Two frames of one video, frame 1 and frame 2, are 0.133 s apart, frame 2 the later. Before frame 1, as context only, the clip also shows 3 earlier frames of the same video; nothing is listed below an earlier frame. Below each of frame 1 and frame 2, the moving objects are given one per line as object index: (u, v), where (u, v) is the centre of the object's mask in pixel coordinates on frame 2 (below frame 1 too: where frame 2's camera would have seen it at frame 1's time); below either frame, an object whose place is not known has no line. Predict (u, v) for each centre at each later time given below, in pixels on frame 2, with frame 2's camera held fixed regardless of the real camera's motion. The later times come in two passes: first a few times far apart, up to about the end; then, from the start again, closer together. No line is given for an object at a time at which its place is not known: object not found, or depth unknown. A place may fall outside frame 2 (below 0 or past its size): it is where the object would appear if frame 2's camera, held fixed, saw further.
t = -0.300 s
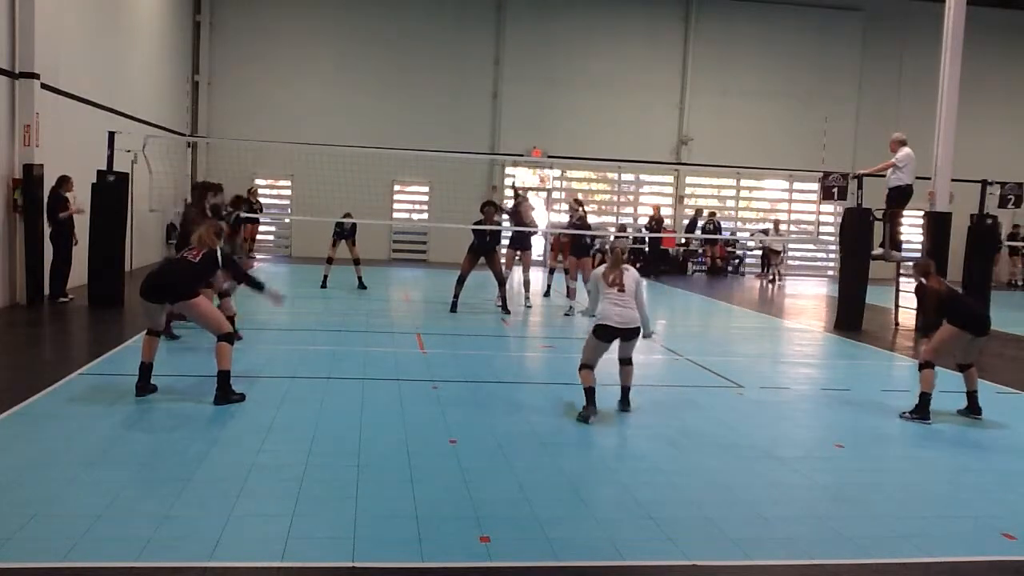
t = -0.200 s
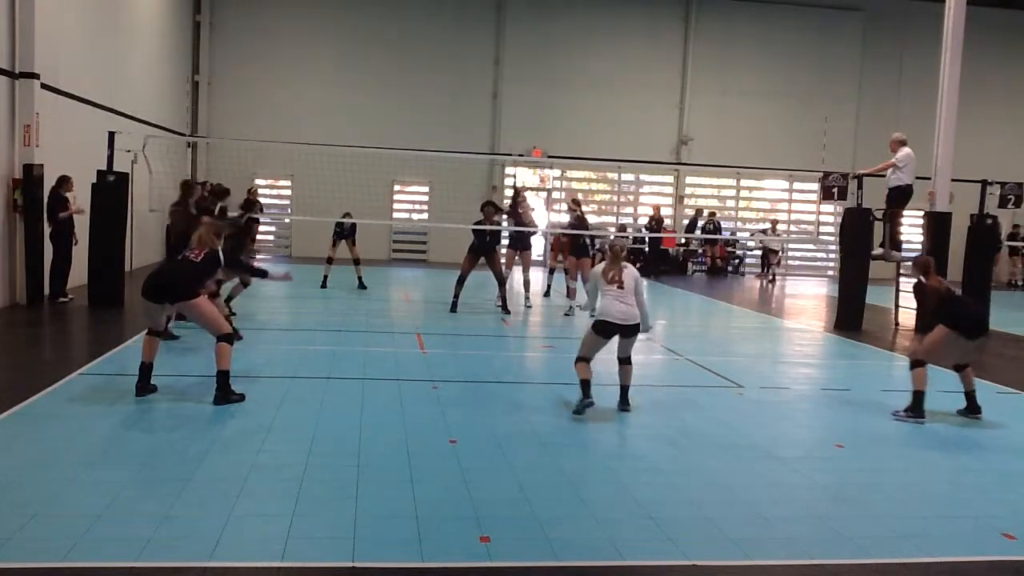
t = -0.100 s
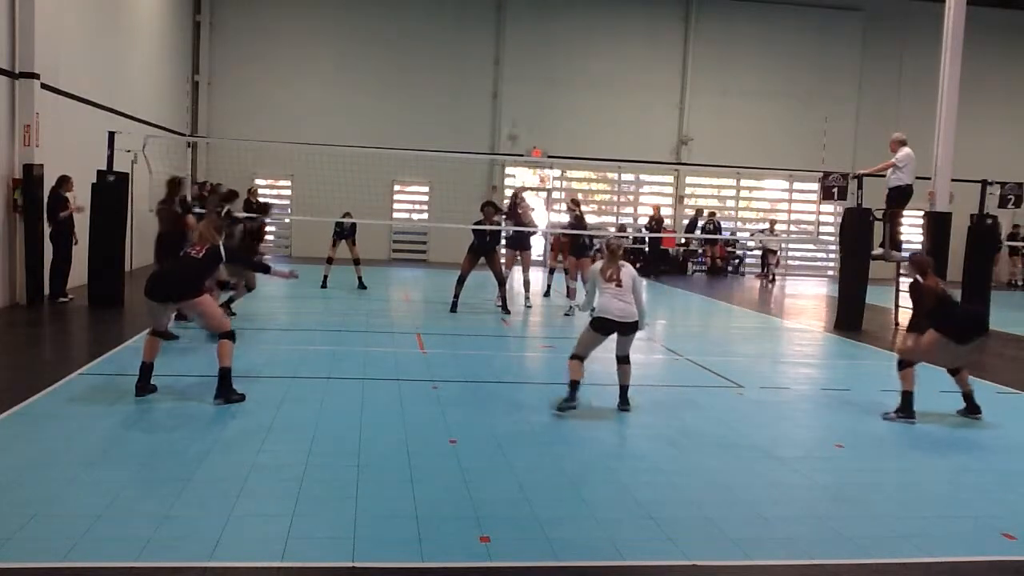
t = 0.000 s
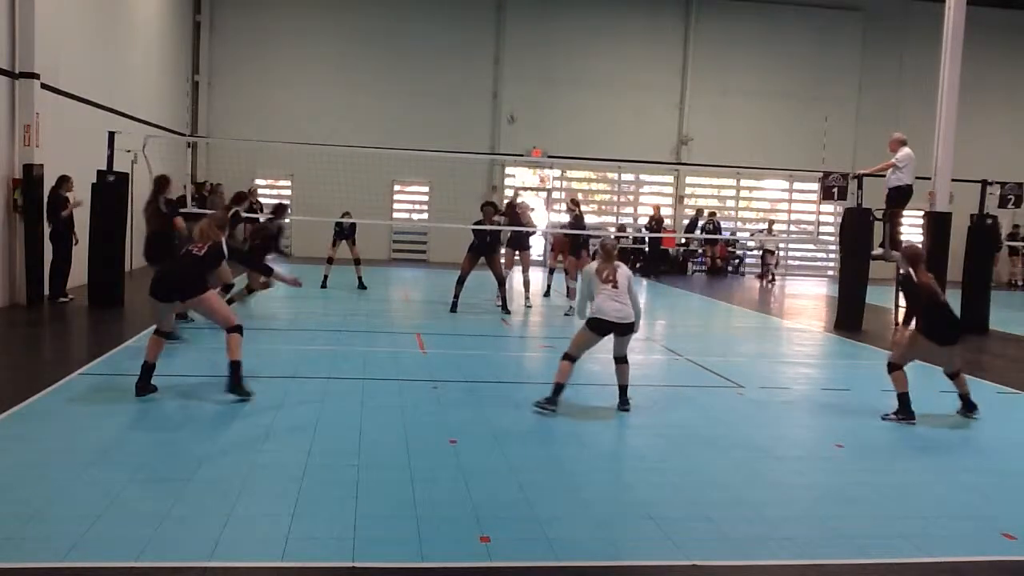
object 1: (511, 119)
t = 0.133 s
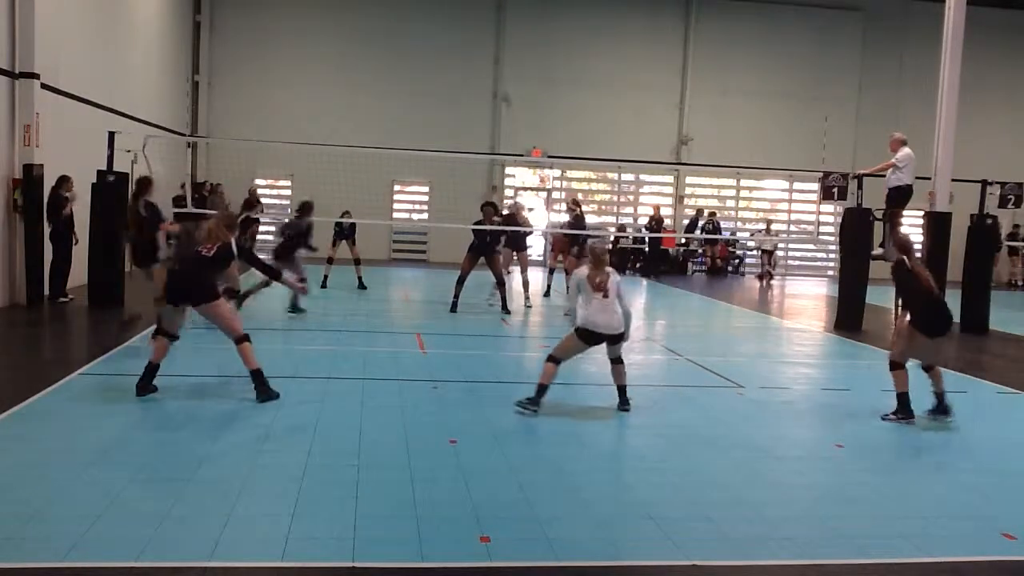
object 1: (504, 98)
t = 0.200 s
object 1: (503, 94)
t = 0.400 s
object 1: (488, 77)
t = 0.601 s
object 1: (467, 92)
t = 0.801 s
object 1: (430, 165)
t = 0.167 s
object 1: (503, 96)
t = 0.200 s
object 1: (503, 94)
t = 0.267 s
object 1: (497, 83)
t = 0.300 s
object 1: (495, 82)
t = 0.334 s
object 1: (493, 80)
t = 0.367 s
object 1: (492, 78)
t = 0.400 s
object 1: (488, 77)
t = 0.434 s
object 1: (485, 80)
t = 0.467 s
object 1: (482, 79)
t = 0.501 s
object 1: (480, 81)
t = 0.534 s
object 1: (477, 84)
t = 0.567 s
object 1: (471, 88)
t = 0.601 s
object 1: (467, 92)
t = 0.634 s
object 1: (463, 101)
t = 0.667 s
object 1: (459, 107)
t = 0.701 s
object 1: (452, 117)
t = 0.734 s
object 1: (446, 134)
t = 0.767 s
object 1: (438, 150)
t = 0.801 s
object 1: (430, 165)
